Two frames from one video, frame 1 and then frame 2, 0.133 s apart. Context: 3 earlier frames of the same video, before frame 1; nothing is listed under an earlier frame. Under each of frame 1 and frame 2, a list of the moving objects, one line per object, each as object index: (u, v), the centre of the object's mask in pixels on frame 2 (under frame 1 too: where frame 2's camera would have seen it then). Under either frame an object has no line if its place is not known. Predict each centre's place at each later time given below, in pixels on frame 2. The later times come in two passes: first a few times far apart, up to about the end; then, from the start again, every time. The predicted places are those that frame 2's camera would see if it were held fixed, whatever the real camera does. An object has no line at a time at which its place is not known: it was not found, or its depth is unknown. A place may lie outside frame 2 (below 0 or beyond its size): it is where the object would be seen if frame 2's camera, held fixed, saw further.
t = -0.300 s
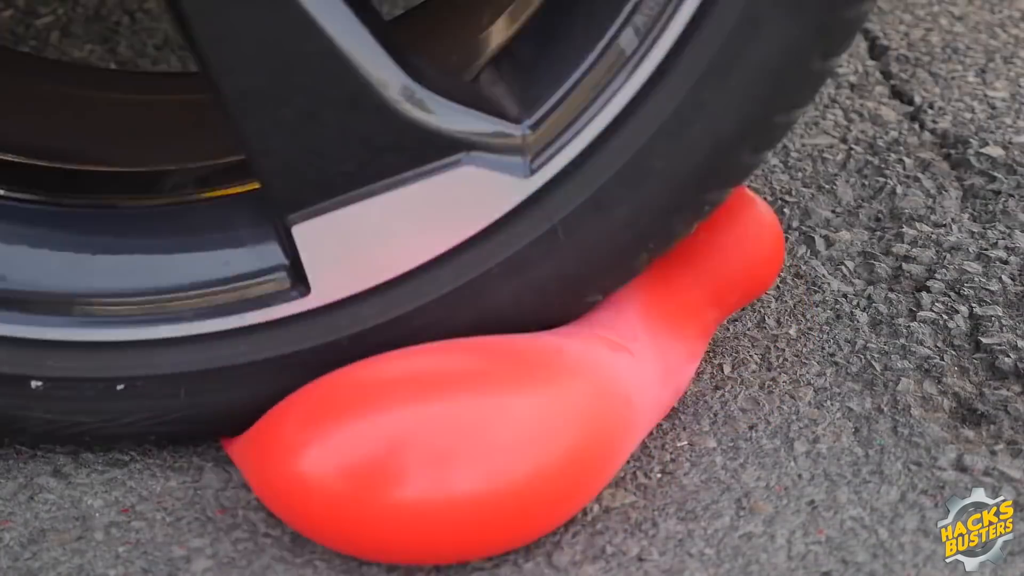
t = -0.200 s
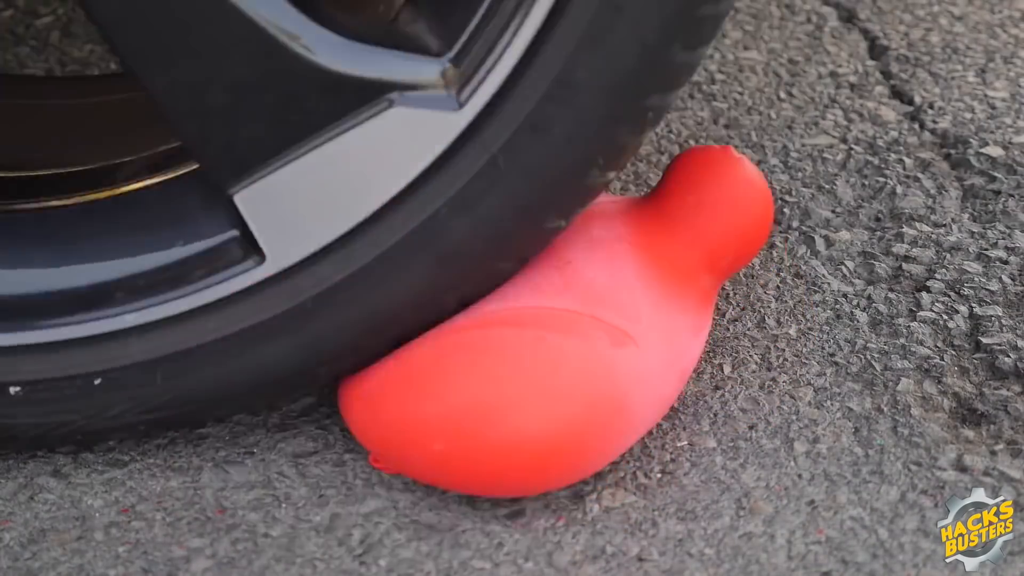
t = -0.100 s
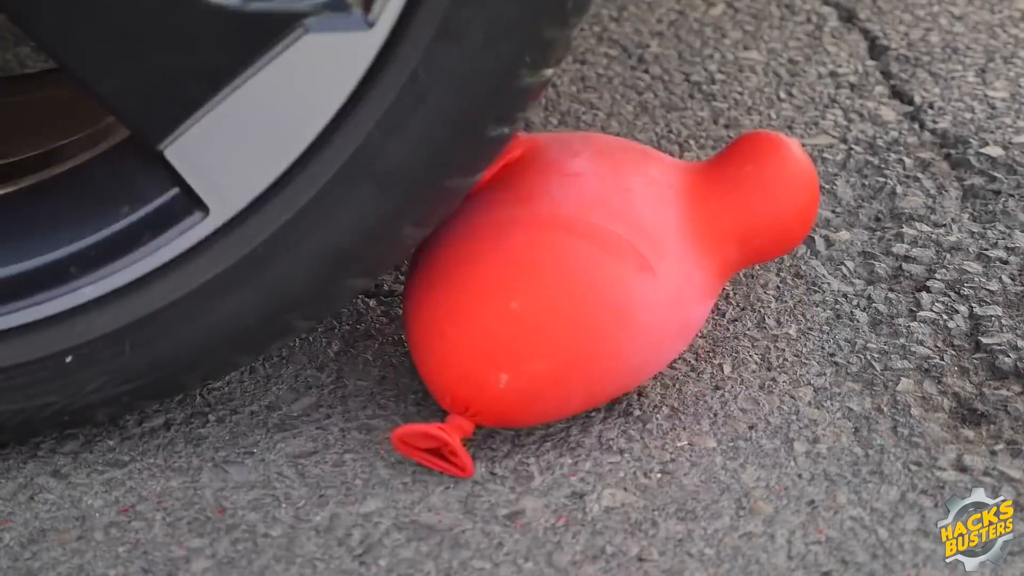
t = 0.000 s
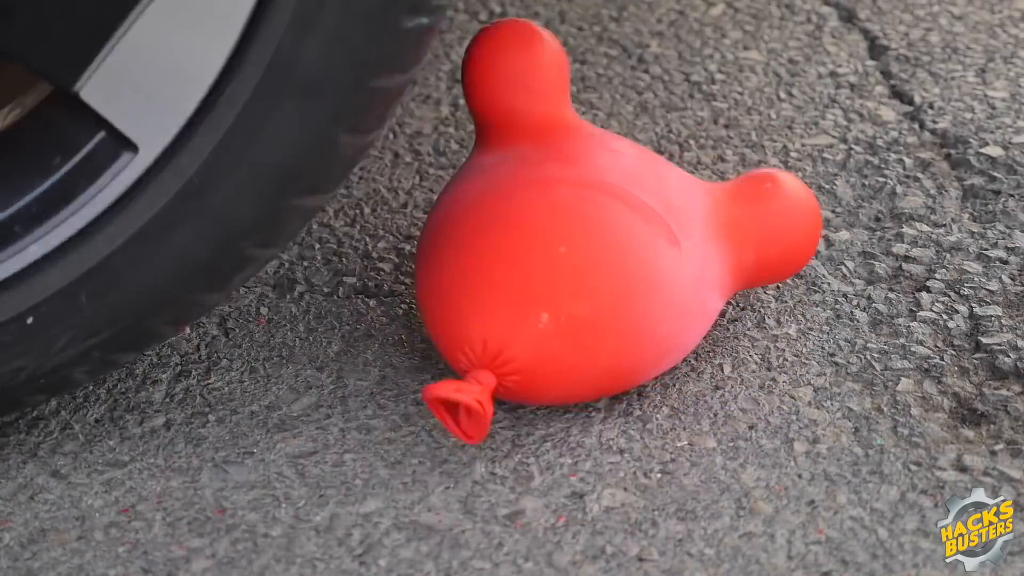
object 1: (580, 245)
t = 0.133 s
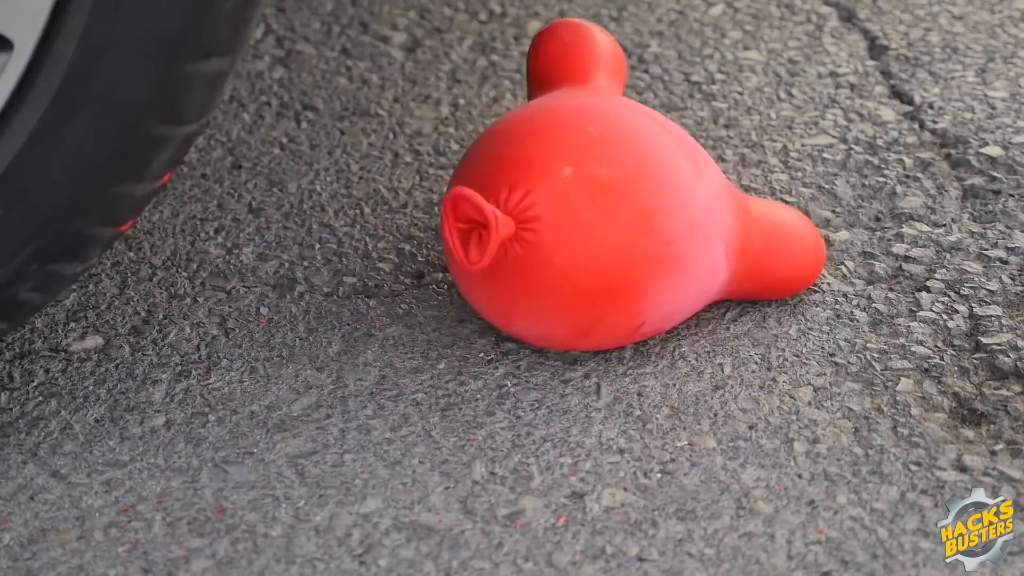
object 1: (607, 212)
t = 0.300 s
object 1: (600, 162)
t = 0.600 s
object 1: (609, 196)
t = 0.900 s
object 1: (599, 198)
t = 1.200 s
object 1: (604, 169)
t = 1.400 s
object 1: (598, 194)
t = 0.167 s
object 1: (614, 213)
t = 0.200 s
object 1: (615, 205)
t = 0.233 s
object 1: (609, 186)
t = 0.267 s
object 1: (606, 173)
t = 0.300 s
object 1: (600, 162)
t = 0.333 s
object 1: (597, 156)
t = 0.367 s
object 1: (594, 151)
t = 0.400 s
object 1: (595, 148)
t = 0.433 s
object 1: (594, 153)
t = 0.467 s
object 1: (599, 161)
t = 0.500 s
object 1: (604, 177)
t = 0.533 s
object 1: (606, 187)
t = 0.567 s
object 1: (609, 194)
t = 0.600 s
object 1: (609, 196)
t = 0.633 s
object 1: (607, 199)
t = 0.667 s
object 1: (605, 200)
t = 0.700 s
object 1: (604, 205)
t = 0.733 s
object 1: (603, 211)
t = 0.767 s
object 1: (602, 211)
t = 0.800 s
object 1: (600, 208)
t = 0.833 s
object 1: (599, 202)
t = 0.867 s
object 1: (599, 198)
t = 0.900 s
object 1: (599, 198)
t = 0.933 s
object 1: (597, 197)
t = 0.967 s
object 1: (597, 193)
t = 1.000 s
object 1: (596, 185)
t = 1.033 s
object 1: (595, 175)
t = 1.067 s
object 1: (595, 163)
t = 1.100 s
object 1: (597, 160)
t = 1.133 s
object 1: (598, 160)
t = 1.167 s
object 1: (602, 163)
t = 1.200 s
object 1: (604, 169)
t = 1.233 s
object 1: (605, 173)
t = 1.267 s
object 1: (605, 179)
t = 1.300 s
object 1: (604, 187)
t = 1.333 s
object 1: (603, 192)
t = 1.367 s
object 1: (600, 194)
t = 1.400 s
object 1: (598, 194)
